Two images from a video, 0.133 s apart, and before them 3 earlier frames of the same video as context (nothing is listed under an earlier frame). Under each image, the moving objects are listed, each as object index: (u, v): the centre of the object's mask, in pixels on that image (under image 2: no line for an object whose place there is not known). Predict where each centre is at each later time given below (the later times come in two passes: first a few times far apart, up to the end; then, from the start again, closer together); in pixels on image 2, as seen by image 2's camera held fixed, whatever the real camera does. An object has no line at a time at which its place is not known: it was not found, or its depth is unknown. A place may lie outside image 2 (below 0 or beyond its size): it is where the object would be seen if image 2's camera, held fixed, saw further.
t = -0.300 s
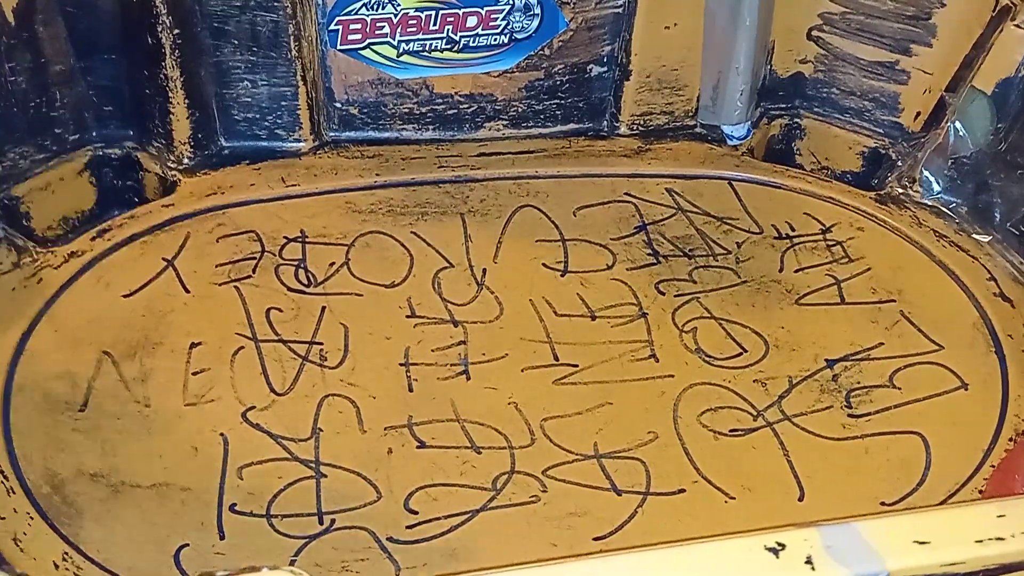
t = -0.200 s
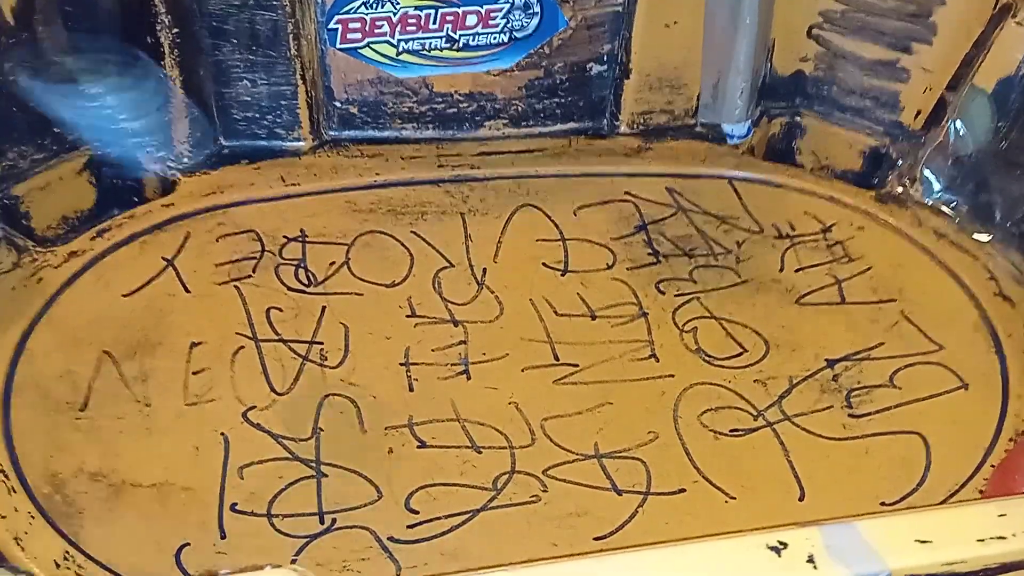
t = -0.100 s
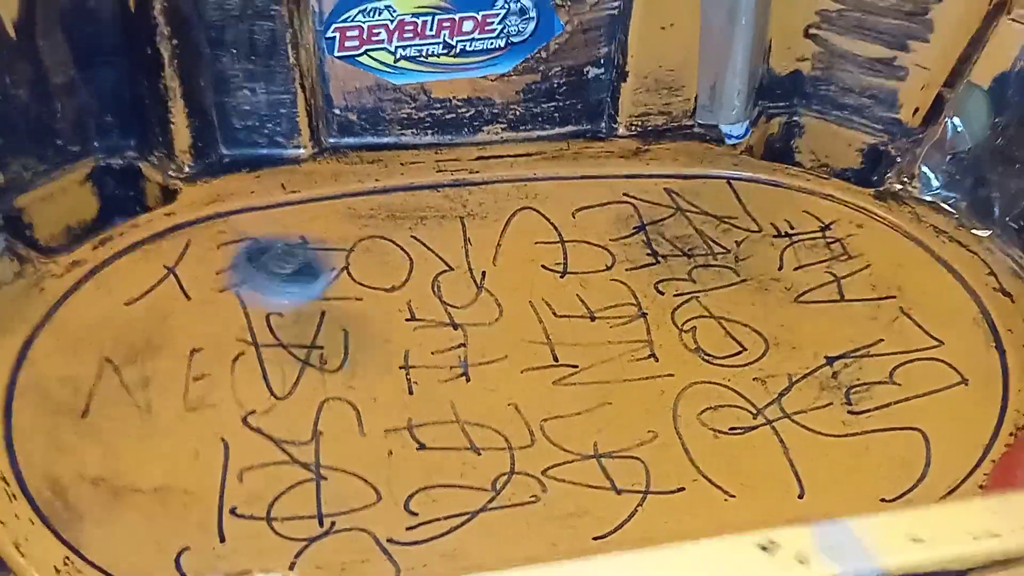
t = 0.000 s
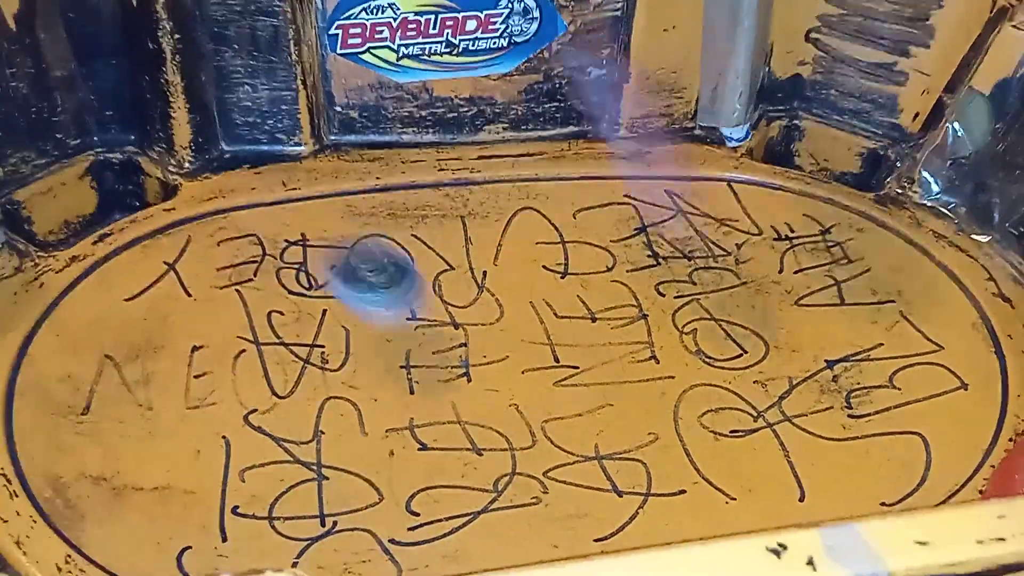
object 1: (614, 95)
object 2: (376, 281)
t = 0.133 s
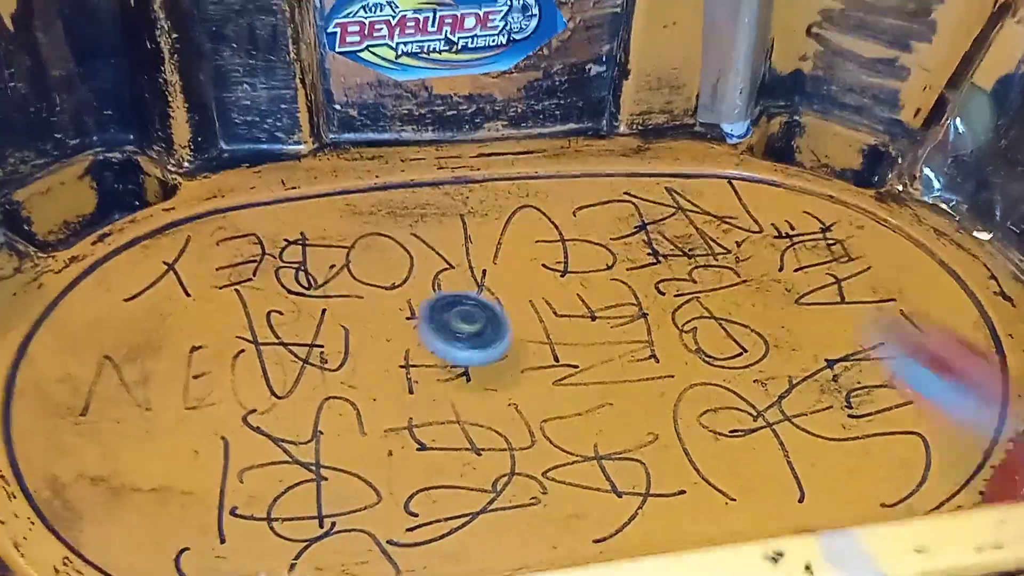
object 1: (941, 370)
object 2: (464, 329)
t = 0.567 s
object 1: (551, 129)
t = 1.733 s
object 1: (888, 357)
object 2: (485, 306)
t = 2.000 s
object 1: (697, 335)
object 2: (503, 208)
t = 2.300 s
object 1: (436, 319)
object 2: (375, 236)
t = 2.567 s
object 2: (372, 291)
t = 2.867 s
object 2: (569, 334)
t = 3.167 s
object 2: (614, 240)
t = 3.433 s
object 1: (279, 307)
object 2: (473, 267)
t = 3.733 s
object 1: (392, 327)
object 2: (501, 404)
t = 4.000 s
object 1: (518, 347)
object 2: (684, 411)
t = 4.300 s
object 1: (545, 395)
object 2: (686, 270)
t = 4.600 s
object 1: (546, 434)
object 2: (477, 249)
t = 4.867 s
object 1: (520, 434)
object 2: (360, 379)
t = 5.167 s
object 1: (457, 388)
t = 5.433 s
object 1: (419, 343)
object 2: (636, 393)
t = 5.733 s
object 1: (407, 303)
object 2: (511, 278)
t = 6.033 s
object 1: (388, 324)
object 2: (363, 225)
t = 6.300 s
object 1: (440, 351)
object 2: (307, 264)
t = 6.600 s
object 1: (498, 351)
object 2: (388, 378)
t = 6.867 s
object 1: (697, 277)
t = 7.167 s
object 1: (711, 254)
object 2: (584, 381)
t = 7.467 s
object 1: (654, 276)
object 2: (512, 274)
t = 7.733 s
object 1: (544, 307)
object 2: (366, 268)
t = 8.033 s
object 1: (390, 319)
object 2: (359, 396)
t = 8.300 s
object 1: (291, 319)
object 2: (530, 405)
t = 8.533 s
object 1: (254, 294)
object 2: (604, 332)
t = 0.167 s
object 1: (989, 438)
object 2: (474, 326)
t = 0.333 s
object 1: (859, 240)
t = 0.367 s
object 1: (815, 205)
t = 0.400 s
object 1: (763, 160)
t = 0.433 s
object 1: (706, 126)
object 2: (410, 238)
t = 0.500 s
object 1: (637, 97)
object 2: (372, 228)
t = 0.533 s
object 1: (591, 107)
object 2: (353, 226)
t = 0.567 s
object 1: (551, 129)
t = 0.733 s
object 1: (398, 156)
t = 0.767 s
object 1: (400, 172)
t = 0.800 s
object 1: (402, 210)
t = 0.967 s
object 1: (409, 312)
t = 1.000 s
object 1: (426, 333)
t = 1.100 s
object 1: (465, 436)
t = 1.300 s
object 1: (799, 508)
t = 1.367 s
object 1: (918, 482)
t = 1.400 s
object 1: (952, 468)
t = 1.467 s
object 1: (977, 433)
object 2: (319, 303)
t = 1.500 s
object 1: (980, 418)
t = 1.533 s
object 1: (979, 404)
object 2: (356, 306)
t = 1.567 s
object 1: (974, 393)
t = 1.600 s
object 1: (965, 381)
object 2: (401, 319)
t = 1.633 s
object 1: (951, 371)
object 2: (423, 324)
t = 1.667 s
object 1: (931, 364)
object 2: (446, 322)
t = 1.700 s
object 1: (910, 360)
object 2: (466, 316)
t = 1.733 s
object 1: (888, 357)
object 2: (485, 306)
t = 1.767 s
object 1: (865, 353)
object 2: (501, 295)
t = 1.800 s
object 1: (842, 351)
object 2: (513, 283)
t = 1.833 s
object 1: (819, 349)
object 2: (521, 269)
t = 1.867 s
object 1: (796, 346)
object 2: (526, 255)
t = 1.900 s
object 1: (772, 343)
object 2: (526, 241)
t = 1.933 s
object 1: (747, 340)
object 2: (523, 229)
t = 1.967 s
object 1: (725, 337)
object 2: (515, 217)
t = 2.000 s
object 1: (697, 335)
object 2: (503, 208)
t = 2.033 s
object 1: (669, 332)
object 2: (488, 201)
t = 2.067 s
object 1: (638, 329)
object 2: (472, 197)
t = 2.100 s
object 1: (606, 324)
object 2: (455, 196)
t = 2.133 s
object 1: (574, 320)
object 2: (436, 199)
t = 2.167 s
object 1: (546, 316)
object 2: (421, 204)
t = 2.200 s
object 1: (517, 312)
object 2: (406, 212)
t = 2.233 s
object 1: (489, 308)
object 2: (394, 225)
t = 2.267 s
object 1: (455, 303)
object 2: (388, 239)
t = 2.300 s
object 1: (436, 319)
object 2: (375, 236)
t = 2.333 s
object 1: (424, 342)
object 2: (357, 226)
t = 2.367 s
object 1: (410, 365)
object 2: (343, 222)
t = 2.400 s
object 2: (335, 225)
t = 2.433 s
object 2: (331, 233)
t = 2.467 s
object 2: (336, 244)
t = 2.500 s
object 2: (347, 258)
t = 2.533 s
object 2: (361, 272)
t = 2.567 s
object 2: (372, 291)
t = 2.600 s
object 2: (390, 310)
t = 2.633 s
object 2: (410, 327)
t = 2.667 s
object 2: (429, 341)
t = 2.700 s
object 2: (452, 350)
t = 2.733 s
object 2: (476, 352)
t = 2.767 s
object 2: (500, 350)
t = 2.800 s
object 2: (524, 345)
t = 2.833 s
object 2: (547, 339)
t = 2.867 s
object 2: (569, 334)
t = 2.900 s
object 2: (589, 328)
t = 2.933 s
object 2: (610, 322)
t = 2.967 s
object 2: (622, 312)
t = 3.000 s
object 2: (631, 300)
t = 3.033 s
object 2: (637, 287)
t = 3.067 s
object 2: (637, 272)
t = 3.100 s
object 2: (634, 259)
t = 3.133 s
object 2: (626, 249)
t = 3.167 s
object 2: (614, 240)
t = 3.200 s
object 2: (599, 234)
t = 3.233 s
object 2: (580, 231)
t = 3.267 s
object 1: (236, 321)
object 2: (561, 231)
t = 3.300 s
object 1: (243, 318)
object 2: (543, 232)
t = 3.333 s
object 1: (251, 314)
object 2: (524, 237)
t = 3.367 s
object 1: (259, 312)
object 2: (505, 244)
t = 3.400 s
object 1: (269, 309)
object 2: (489, 254)
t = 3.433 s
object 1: (279, 307)
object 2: (473, 267)
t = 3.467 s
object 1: (289, 307)
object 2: (462, 281)
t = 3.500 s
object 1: (300, 306)
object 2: (455, 297)
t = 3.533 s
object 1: (312, 307)
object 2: (454, 314)
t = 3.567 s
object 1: (324, 308)
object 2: (455, 332)
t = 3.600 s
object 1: (336, 310)
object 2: (461, 349)
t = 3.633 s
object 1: (349, 312)
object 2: (470, 363)
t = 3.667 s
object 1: (362, 316)
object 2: (480, 378)
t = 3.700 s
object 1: (376, 321)
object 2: (489, 390)
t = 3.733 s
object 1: (392, 327)
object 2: (501, 404)
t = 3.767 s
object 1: (407, 333)
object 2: (519, 413)
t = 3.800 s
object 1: (423, 339)
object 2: (544, 422)
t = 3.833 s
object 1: (438, 342)
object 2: (567, 427)
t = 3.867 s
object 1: (454, 344)
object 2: (594, 429)
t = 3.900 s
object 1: (470, 345)
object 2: (619, 429)
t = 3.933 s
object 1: (487, 345)
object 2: (643, 426)
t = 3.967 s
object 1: (502, 345)
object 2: (665, 420)
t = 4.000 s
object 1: (518, 347)
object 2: (684, 411)
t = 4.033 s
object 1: (532, 348)
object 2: (697, 400)
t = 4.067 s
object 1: (546, 349)
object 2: (705, 387)
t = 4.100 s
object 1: (561, 352)
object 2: (706, 371)
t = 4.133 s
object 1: (574, 355)
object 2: (701, 356)
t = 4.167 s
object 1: (586, 358)
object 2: (693, 342)
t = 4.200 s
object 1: (592, 363)
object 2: (683, 328)
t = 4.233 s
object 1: (573, 375)
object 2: (690, 306)
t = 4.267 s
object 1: (557, 386)
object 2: (693, 285)
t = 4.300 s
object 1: (545, 395)
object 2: (686, 270)
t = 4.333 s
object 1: (538, 402)
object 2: (672, 259)
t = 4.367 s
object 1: (535, 406)
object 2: (651, 249)
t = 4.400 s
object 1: (536, 411)
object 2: (628, 242)
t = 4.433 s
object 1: (539, 415)
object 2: (606, 238)
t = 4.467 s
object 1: (542, 421)
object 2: (579, 238)
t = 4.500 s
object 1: (544, 425)
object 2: (554, 237)
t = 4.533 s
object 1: (545, 428)
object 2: (528, 239)
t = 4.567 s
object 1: (546, 432)
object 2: (501, 243)
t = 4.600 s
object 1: (546, 434)
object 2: (477, 249)
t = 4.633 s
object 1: (545, 436)
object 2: (453, 257)
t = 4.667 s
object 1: (544, 438)
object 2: (429, 266)
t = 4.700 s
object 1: (542, 439)
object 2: (410, 278)
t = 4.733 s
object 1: (539, 439)
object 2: (394, 293)
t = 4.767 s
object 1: (535, 439)
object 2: (381, 312)
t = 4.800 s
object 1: (531, 438)
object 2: (372, 333)
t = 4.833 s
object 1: (526, 436)
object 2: (366, 356)
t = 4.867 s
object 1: (520, 434)
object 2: (360, 379)
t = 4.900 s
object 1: (515, 431)
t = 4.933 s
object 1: (508, 427)
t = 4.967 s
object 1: (502, 423)
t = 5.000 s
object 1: (495, 418)
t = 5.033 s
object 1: (487, 413)
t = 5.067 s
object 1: (480, 406)
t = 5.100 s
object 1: (473, 401)
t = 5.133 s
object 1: (465, 395)
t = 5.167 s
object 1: (457, 388)
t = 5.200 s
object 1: (451, 382)
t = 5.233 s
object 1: (445, 376)
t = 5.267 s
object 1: (439, 370)
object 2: (585, 473)
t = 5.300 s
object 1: (433, 364)
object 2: (603, 459)
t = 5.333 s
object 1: (429, 359)
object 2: (618, 446)
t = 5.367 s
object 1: (424, 353)
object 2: (628, 429)
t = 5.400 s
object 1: (421, 348)
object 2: (635, 411)
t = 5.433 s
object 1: (419, 343)
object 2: (636, 393)
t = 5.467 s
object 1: (417, 338)
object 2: (632, 375)
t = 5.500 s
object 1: (415, 332)
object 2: (624, 358)
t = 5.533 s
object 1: (414, 328)
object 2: (612, 342)
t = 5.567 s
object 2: (598, 330)
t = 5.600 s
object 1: (414, 318)
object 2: (582, 318)
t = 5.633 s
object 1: (415, 314)
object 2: (565, 307)
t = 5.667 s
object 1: (417, 309)
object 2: (543, 297)
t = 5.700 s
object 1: (420, 305)
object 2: (520, 288)
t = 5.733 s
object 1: (407, 303)
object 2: (511, 278)
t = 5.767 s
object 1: (389, 301)
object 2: (508, 267)
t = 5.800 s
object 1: (381, 300)
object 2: (497, 259)
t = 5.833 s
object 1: (380, 299)
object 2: (482, 253)
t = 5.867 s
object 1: (380, 299)
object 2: (460, 246)
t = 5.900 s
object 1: (381, 300)
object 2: (437, 243)
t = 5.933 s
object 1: (383, 301)
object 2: (416, 239)
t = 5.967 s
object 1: (383, 312)
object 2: (399, 231)
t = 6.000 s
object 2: (381, 227)
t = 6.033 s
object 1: (388, 324)
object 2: (363, 225)
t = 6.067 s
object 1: (393, 328)
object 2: (343, 226)
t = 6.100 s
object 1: (398, 332)
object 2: (328, 229)
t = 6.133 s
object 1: (404, 335)
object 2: (315, 234)
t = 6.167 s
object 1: (411, 340)
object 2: (308, 239)
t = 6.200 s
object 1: (418, 343)
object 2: (304, 245)
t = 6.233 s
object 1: (425, 346)
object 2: (304, 251)
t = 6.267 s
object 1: (433, 349)
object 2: (306, 257)
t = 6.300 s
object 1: (440, 351)
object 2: (307, 264)
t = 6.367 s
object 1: (455, 350)
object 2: (310, 281)
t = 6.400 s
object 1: (462, 350)
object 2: (315, 293)
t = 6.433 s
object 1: (468, 350)
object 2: (320, 306)
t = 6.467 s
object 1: (475, 350)
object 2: (329, 321)
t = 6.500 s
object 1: (481, 350)
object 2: (341, 333)
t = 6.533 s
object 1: (487, 350)
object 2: (354, 347)
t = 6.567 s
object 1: (493, 351)
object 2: (370, 363)
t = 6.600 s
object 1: (498, 351)
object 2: (388, 378)
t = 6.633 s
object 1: (503, 351)
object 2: (408, 388)
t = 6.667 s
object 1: (535, 345)
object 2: (399, 405)
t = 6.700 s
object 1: (579, 331)
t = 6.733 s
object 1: (618, 319)
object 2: (365, 441)
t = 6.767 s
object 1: (648, 307)
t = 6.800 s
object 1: (669, 295)
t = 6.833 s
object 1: (685, 285)
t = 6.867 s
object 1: (697, 277)
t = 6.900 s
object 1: (704, 270)
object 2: (447, 469)
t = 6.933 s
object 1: (708, 266)
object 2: (473, 465)
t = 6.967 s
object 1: (712, 263)
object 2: (498, 459)
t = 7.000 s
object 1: (714, 260)
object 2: (520, 449)
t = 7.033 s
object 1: (715, 257)
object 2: (540, 438)
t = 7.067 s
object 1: (716, 256)
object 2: (556, 424)
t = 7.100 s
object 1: (715, 255)
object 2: (568, 411)
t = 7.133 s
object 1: (714, 254)
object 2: (578, 397)
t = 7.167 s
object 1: (711, 254)
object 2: (584, 381)
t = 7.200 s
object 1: (708, 255)
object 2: (584, 367)
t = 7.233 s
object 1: (705, 256)
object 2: (579, 352)
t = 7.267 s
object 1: (700, 258)
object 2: (575, 340)
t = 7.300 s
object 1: (694, 260)
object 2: (571, 329)
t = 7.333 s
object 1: (687, 263)
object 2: (566, 316)
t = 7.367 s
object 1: (679, 266)
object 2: (558, 304)
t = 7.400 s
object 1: (672, 269)
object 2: (545, 293)
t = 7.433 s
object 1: (663, 272)
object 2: (529, 283)
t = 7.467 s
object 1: (654, 276)
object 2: (512, 274)
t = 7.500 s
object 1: (643, 279)
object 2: (493, 267)
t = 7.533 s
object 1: (631, 283)
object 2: (474, 261)
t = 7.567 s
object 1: (619, 287)
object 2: (453, 256)
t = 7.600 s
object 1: (606, 291)
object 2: (433, 253)
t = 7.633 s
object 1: (591, 295)
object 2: (412, 253)
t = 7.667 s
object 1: (576, 299)
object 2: (392, 255)
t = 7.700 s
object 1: (560, 302)
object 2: (376, 261)
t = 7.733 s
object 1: (544, 307)
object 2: (366, 268)
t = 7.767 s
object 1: (528, 310)
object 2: (354, 280)
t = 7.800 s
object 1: (515, 312)
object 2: (346, 293)
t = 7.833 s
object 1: (501, 313)
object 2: (341, 306)
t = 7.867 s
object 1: (487, 314)
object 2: (339, 320)
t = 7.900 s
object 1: (470, 315)
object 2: (339, 333)
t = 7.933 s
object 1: (451, 316)
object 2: (341, 349)
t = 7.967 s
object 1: (429, 317)
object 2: (344, 364)
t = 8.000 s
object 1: (409, 318)
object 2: (349, 380)
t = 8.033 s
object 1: (390, 319)
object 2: (359, 396)
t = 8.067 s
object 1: (375, 320)
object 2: (371, 408)
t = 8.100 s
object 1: (360, 321)
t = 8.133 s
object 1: (345, 323)
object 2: (412, 424)
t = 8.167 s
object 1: (334, 322)
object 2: (436, 426)
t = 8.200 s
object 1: (322, 322)
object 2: (462, 425)
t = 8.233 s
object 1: (311, 321)
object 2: (487, 421)
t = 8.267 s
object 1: (300, 321)
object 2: (509, 414)
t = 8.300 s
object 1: (291, 319)
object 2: (530, 405)
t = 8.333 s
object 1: (283, 316)
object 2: (548, 395)
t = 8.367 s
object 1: (276, 313)
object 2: (563, 383)
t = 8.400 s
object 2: (573, 373)
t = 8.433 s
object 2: (581, 362)
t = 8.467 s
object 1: (260, 302)
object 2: (589, 351)
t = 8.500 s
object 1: (257, 299)
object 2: (596, 342)
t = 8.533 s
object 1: (254, 294)
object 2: (604, 332)
